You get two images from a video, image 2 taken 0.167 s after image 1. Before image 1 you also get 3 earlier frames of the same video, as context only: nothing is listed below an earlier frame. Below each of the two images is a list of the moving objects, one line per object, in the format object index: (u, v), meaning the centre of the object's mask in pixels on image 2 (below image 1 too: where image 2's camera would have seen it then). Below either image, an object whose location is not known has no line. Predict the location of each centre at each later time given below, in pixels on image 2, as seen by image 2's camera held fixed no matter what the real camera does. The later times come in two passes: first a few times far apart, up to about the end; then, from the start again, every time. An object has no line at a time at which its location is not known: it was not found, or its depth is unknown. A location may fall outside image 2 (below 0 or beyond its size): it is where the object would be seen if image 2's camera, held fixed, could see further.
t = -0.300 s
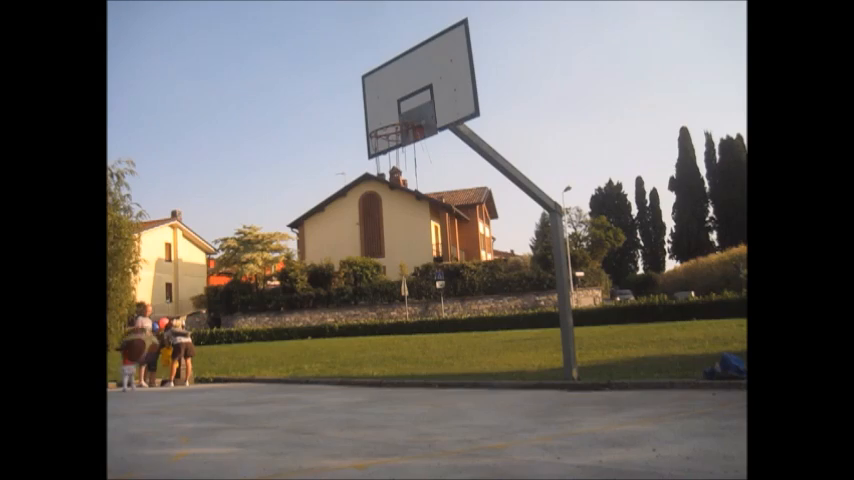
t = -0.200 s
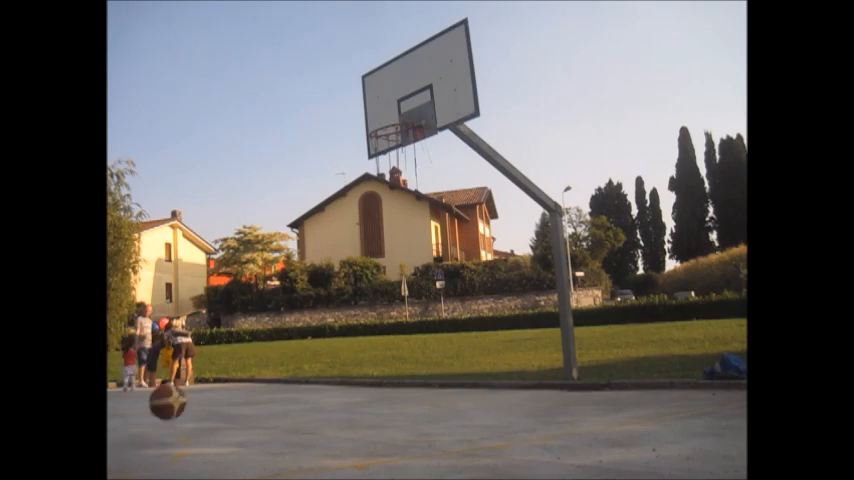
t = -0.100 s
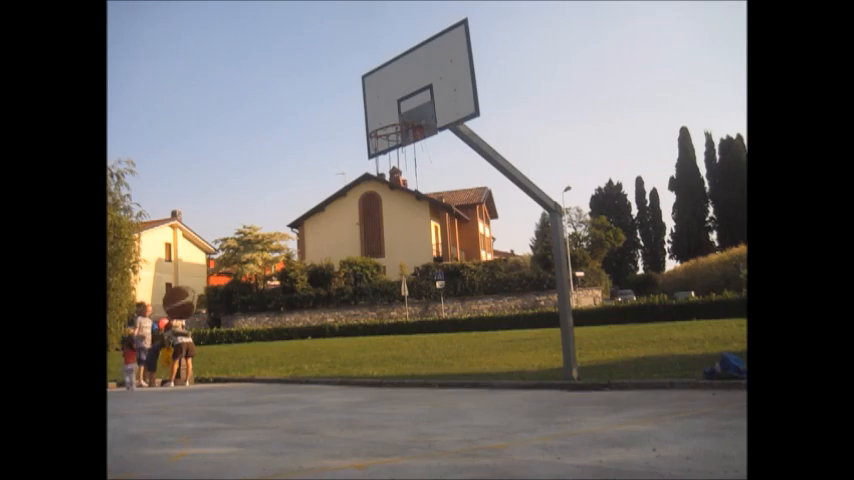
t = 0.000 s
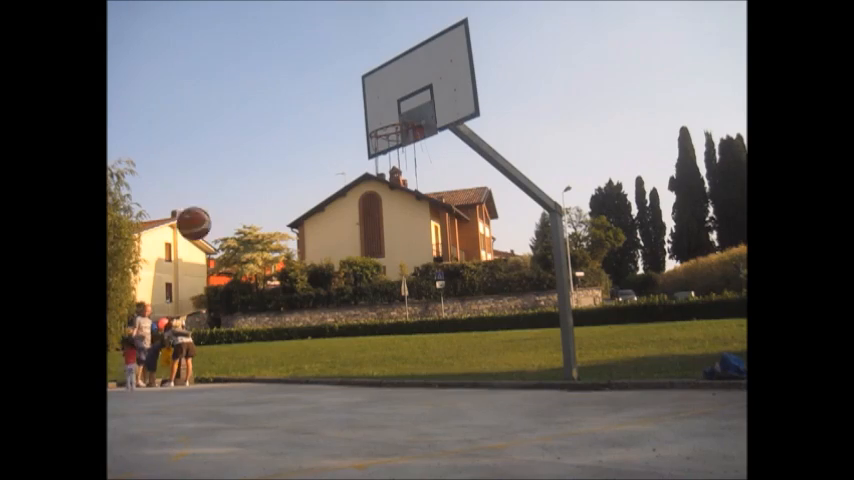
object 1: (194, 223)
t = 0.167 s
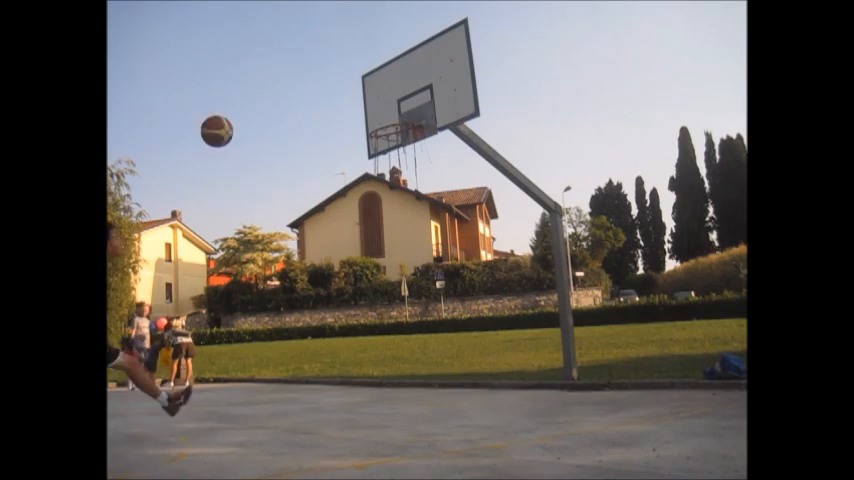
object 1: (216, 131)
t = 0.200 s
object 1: (221, 118)
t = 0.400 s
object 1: (247, 71)
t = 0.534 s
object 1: (263, 68)
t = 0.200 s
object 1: (221, 118)
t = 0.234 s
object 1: (225, 106)
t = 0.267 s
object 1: (230, 97)
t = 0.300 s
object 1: (234, 88)
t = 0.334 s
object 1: (239, 81)
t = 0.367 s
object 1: (243, 76)
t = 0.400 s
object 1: (247, 71)
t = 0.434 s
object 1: (251, 69)
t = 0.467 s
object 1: (256, 67)
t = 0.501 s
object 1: (260, 67)
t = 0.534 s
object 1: (263, 68)
